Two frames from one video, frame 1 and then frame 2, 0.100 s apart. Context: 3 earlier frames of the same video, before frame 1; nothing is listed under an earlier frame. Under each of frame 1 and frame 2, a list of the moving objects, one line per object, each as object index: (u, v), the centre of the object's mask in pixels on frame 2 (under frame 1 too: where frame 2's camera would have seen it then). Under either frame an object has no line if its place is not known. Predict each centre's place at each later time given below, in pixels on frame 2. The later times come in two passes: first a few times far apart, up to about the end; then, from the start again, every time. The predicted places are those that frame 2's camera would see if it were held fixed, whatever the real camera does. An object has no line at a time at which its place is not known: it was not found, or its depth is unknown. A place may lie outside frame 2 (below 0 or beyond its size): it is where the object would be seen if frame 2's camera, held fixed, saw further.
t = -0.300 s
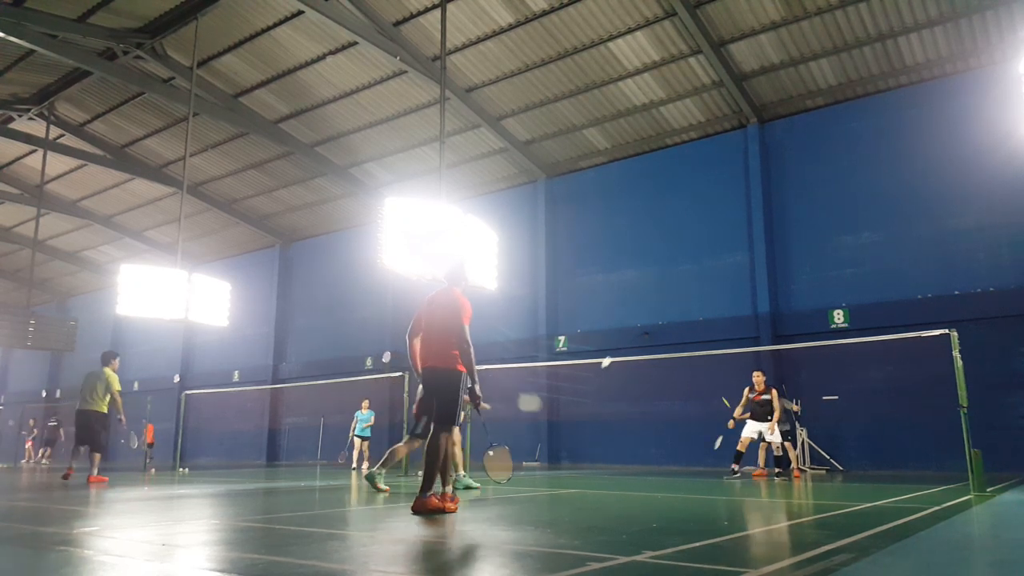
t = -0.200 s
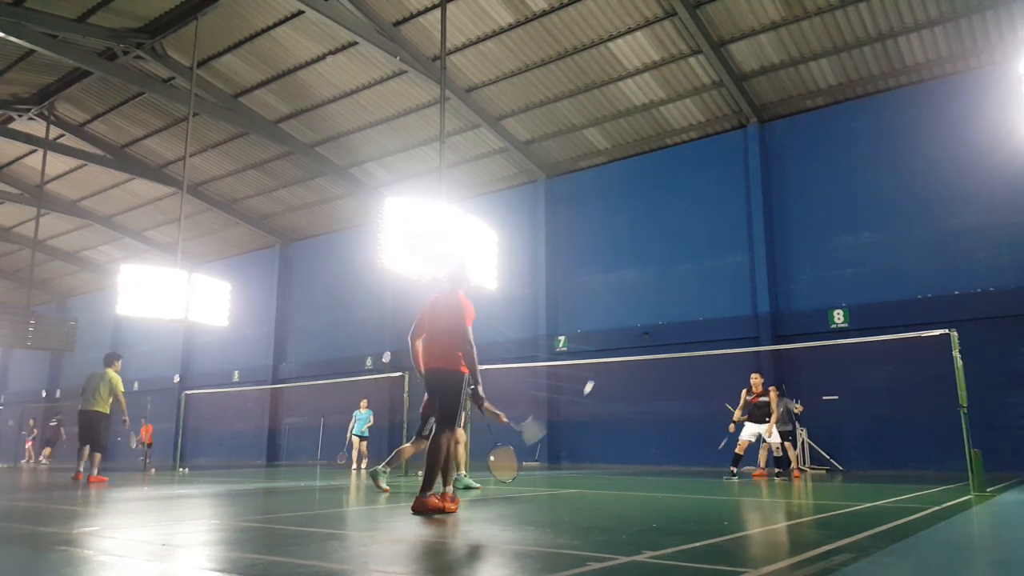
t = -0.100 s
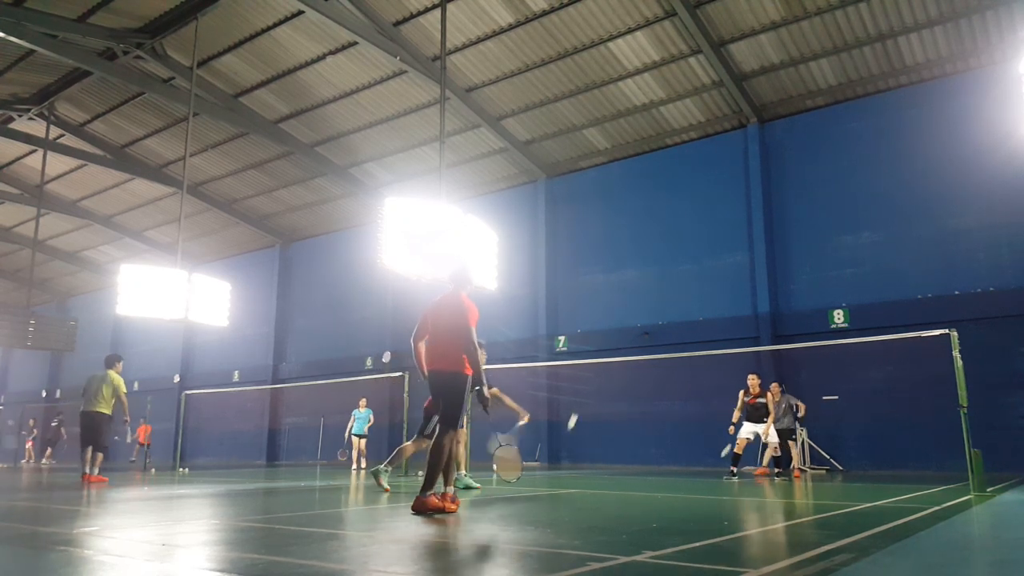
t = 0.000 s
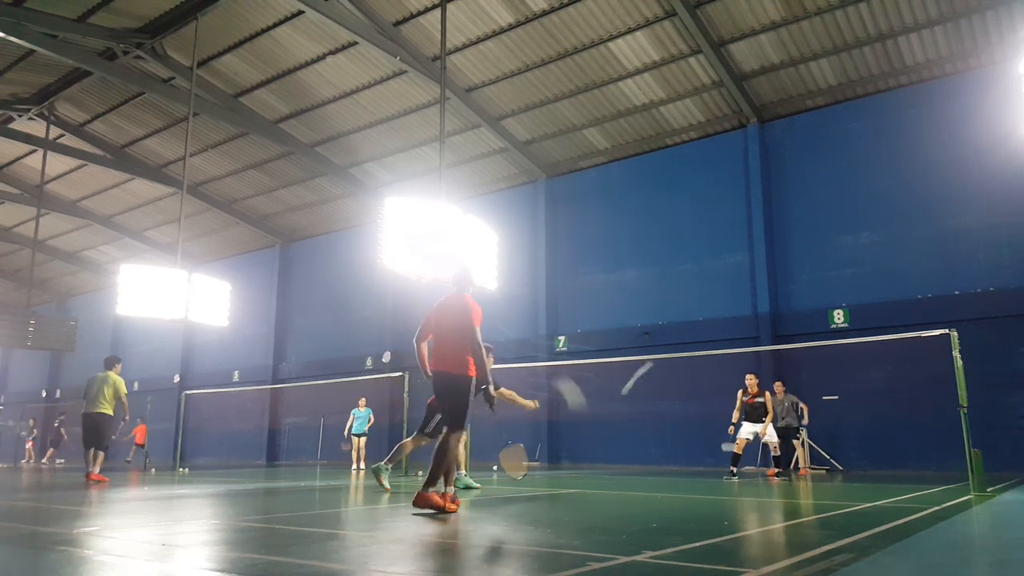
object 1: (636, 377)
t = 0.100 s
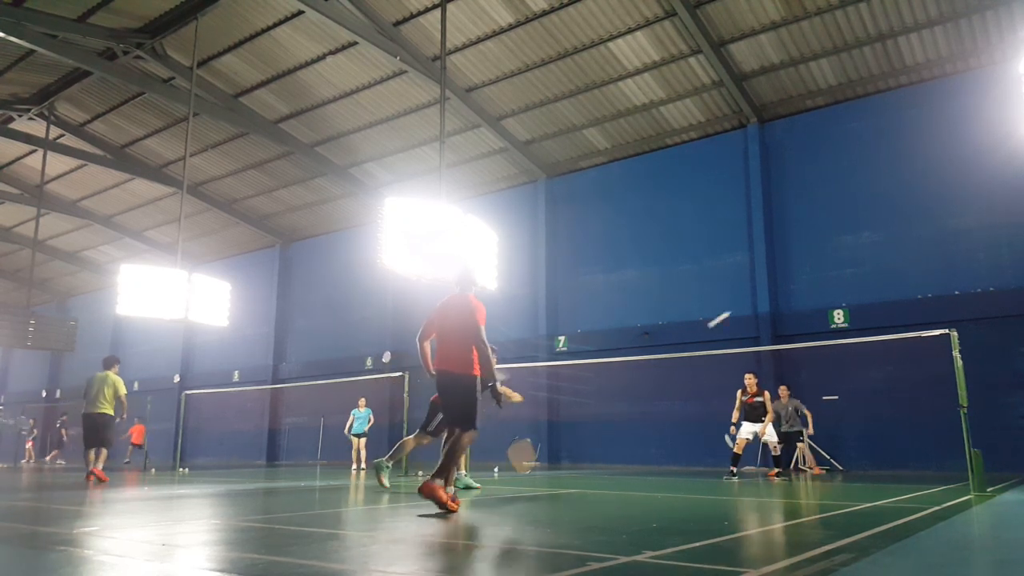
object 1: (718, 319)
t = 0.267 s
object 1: (799, 275)
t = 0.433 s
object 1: (850, 265)
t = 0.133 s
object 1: (739, 306)
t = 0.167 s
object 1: (757, 295)
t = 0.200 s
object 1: (773, 287)
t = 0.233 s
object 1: (786, 281)
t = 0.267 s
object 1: (799, 275)
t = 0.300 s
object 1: (811, 271)
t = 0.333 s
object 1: (822, 268)
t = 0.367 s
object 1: (832, 266)
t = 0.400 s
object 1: (842, 265)
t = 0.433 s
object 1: (850, 265)
